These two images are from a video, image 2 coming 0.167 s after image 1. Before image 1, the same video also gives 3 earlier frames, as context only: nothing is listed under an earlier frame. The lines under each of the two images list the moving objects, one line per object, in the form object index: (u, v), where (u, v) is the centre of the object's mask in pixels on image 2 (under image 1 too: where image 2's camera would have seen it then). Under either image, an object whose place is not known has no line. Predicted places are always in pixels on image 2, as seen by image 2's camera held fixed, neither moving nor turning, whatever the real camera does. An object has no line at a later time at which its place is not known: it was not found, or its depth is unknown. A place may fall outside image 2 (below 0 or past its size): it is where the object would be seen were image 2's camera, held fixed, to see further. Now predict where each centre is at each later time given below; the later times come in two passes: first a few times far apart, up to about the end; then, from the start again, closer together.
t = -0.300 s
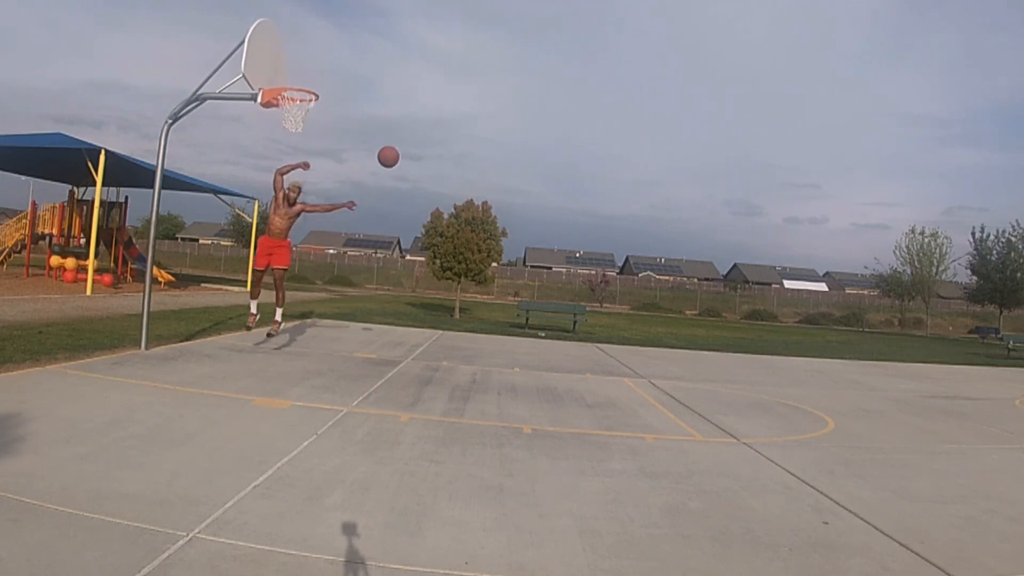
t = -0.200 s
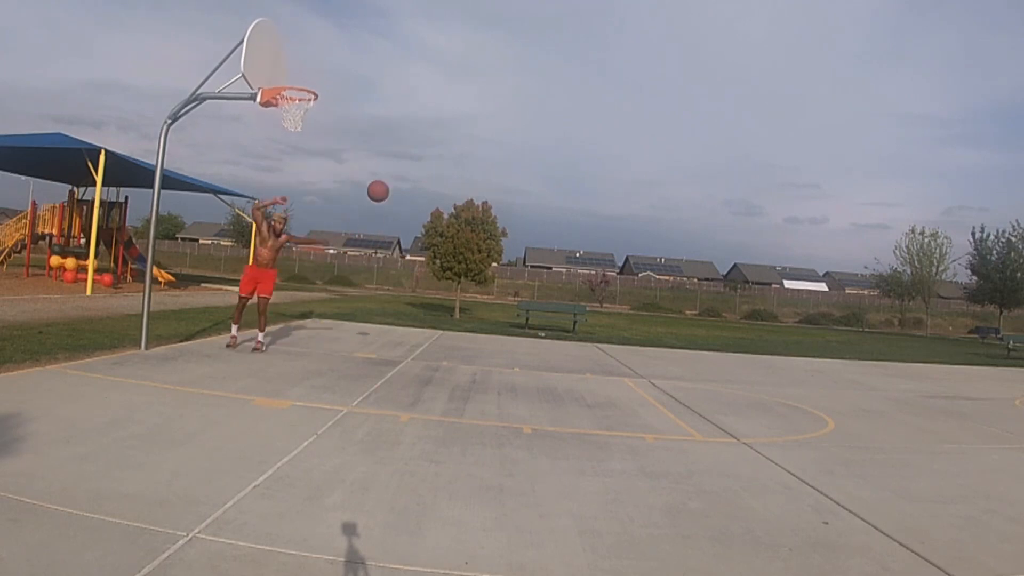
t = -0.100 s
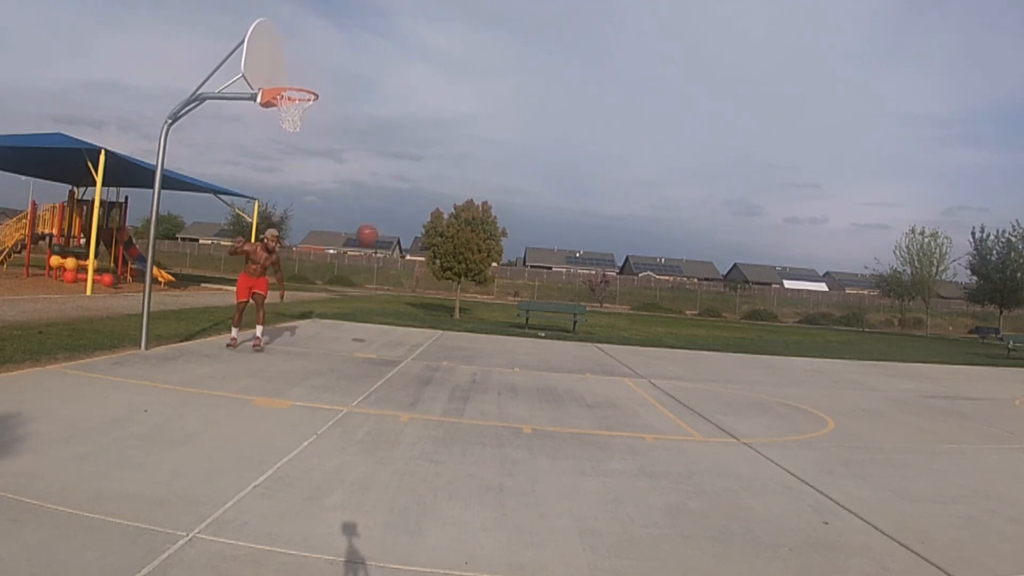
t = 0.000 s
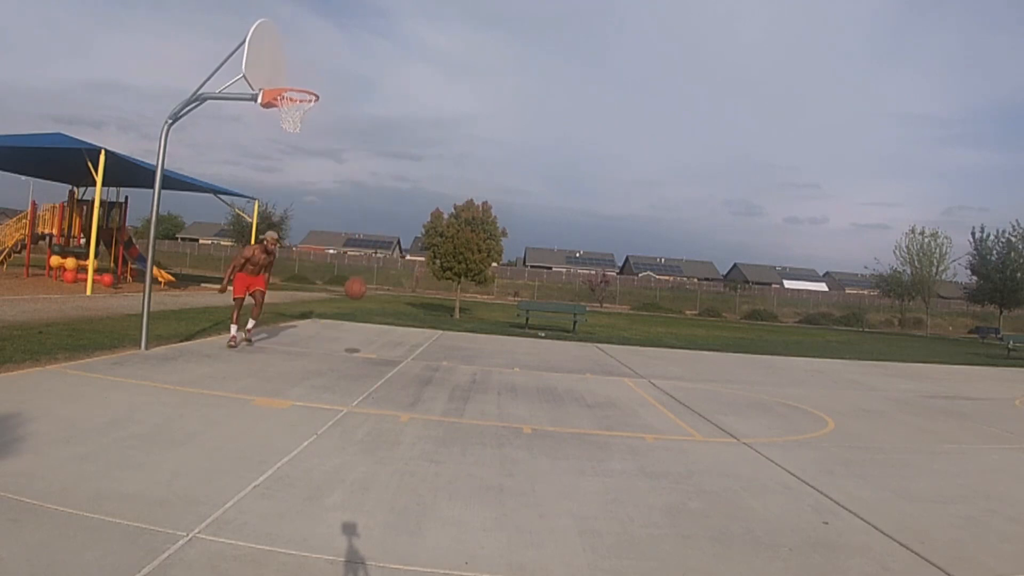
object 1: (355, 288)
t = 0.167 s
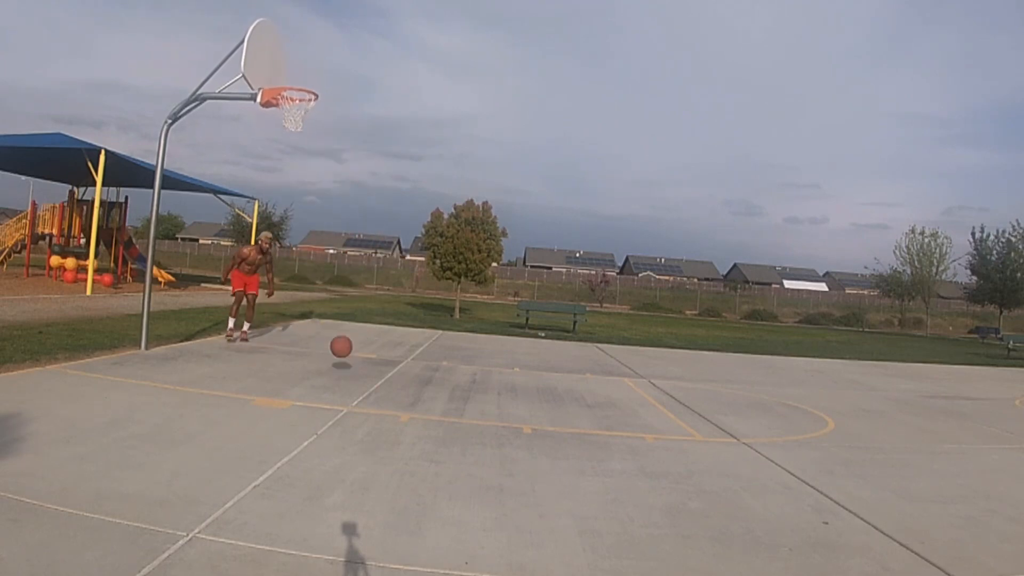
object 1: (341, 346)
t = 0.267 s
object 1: (343, 302)
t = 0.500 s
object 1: (344, 231)
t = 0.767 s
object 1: (342, 211)
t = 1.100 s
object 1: (331, 286)
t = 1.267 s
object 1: (323, 368)
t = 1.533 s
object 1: (325, 295)
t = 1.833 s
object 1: (323, 280)
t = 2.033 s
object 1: (318, 324)
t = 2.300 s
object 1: (313, 344)
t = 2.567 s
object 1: (313, 316)
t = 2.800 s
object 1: (307, 357)
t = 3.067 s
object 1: (305, 346)
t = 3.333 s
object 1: (302, 356)
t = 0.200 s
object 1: (341, 331)
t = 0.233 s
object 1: (343, 316)
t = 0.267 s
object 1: (343, 302)
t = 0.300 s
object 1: (343, 288)
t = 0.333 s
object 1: (343, 276)
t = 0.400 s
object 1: (344, 256)
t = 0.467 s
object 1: (344, 238)
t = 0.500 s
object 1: (344, 231)
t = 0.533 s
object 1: (344, 225)
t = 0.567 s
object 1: (344, 220)
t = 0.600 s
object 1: (344, 216)
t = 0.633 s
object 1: (344, 213)
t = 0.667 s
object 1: (344, 211)
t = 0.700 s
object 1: (343, 210)
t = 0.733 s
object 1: (343, 210)
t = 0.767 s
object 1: (342, 211)
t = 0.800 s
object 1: (342, 214)
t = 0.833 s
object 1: (341, 217)
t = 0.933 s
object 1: (338, 234)
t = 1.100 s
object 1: (331, 286)
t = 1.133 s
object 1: (329, 300)
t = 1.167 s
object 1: (328, 315)
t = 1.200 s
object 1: (326, 332)
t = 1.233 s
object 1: (325, 349)
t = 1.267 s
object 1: (323, 368)
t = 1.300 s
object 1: (322, 370)
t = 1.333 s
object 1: (323, 356)
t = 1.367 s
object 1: (323, 343)
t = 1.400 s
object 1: (324, 331)
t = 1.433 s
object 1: (324, 320)
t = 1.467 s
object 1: (324, 311)
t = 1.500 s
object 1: (325, 302)
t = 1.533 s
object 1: (325, 295)
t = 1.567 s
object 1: (326, 289)
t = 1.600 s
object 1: (325, 283)
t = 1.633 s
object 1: (326, 280)
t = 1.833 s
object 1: (323, 280)
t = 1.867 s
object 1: (322, 284)
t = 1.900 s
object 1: (321, 290)
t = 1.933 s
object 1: (320, 296)
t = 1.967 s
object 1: (320, 304)
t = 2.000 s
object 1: (319, 314)
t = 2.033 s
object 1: (318, 324)
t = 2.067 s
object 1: (316, 336)
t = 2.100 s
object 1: (315, 349)
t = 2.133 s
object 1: (314, 363)
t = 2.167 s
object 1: (313, 379)
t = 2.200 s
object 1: (312, 374)
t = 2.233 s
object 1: (313, 363)
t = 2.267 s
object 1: (313, 352)
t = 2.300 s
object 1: (313, 344)
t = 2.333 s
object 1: (314, 336)
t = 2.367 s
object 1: (314, 329)
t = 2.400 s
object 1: (314, 324)
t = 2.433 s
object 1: (313, 320)
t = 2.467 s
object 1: (313, 317)
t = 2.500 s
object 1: (313, 316)
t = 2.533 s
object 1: (313, 315)
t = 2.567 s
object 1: (313, 316)
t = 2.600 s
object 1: (312, 318)
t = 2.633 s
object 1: (311, 321)
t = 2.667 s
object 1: (311, 326)
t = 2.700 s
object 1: (310, 332)
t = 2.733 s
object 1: (309, 339)
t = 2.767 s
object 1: (308, 347)
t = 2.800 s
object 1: (307, 357)
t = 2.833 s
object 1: (306, 368)
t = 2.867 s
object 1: (305, 381)
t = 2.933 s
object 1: (305, 372)
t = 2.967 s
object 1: (305, 364)
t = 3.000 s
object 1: (305, 357)
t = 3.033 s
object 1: (305, 351)
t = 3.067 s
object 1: (305, 346)
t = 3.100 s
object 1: (305, 343)
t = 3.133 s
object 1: (305, 341)
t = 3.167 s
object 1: (305, 341)
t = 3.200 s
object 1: (304, 341)
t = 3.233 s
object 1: (304, 343)
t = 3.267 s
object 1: (303, 346)
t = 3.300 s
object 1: (303, 351)
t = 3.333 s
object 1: (302, 356)
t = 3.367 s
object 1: (301, 364)
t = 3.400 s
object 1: (300, 372)
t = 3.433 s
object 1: (299, 382)
